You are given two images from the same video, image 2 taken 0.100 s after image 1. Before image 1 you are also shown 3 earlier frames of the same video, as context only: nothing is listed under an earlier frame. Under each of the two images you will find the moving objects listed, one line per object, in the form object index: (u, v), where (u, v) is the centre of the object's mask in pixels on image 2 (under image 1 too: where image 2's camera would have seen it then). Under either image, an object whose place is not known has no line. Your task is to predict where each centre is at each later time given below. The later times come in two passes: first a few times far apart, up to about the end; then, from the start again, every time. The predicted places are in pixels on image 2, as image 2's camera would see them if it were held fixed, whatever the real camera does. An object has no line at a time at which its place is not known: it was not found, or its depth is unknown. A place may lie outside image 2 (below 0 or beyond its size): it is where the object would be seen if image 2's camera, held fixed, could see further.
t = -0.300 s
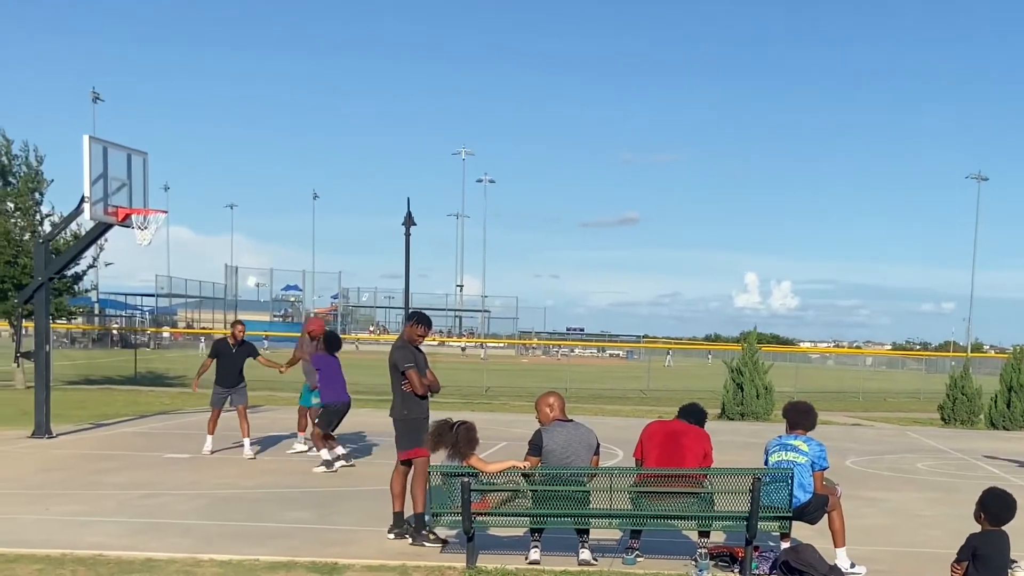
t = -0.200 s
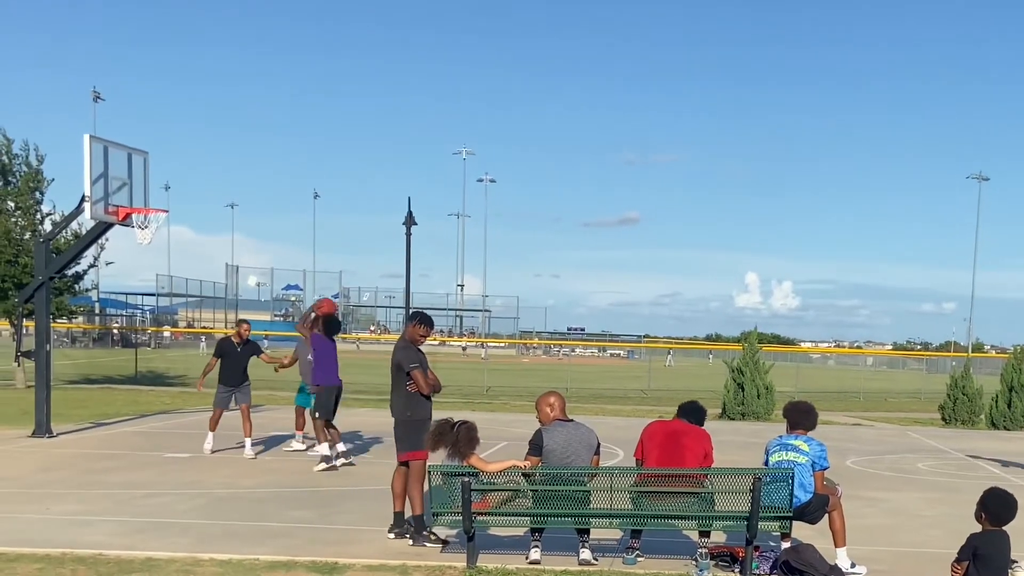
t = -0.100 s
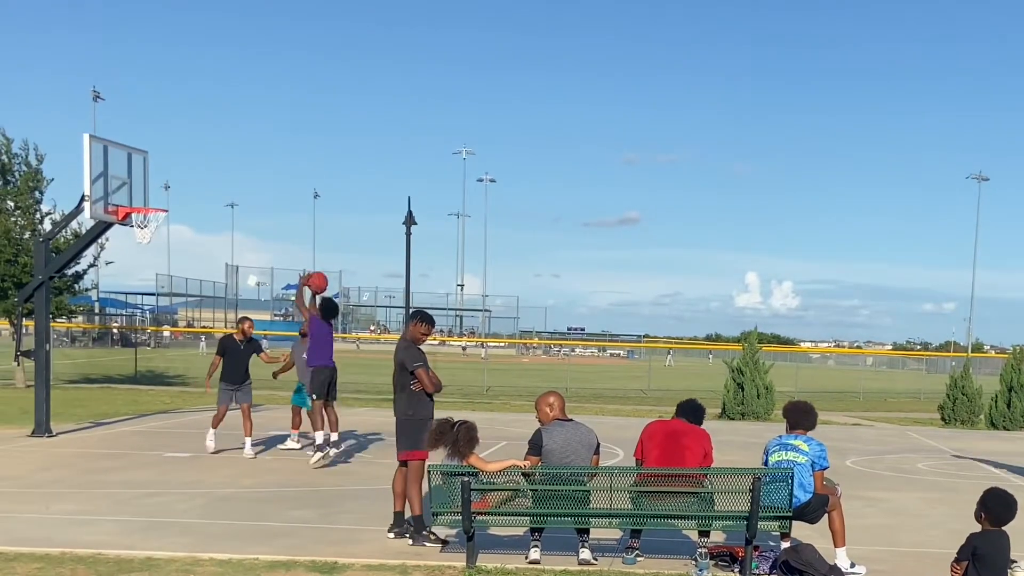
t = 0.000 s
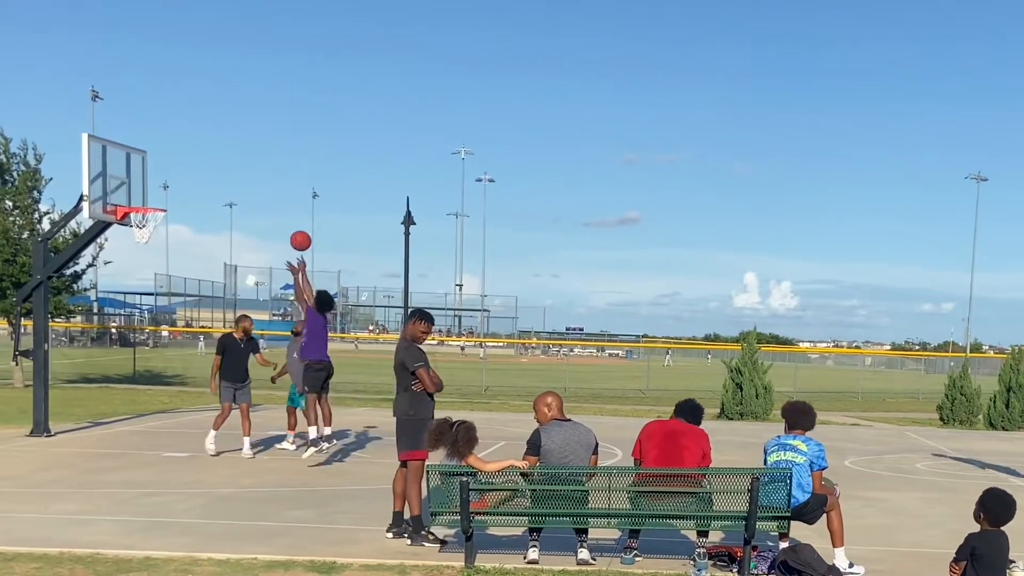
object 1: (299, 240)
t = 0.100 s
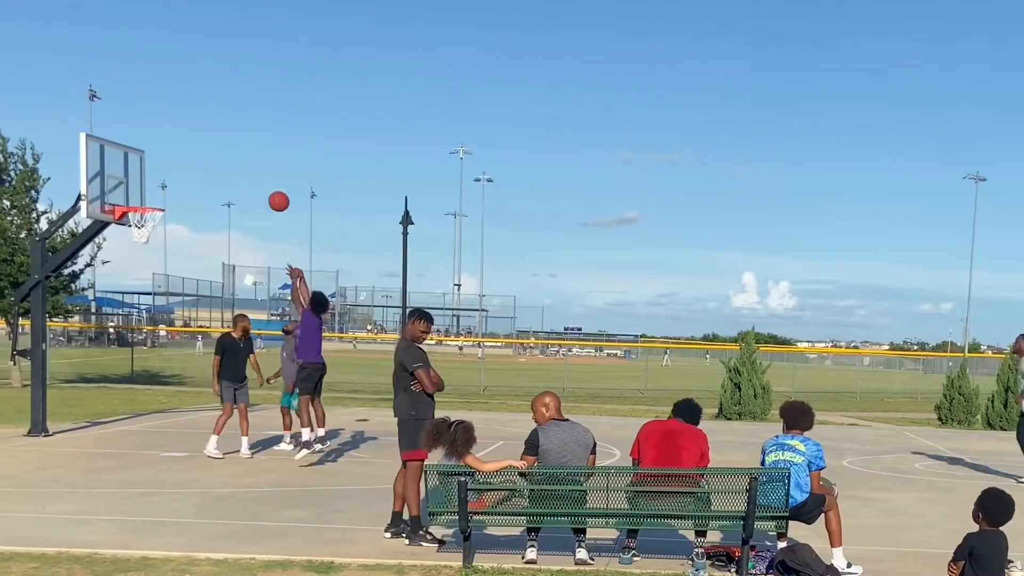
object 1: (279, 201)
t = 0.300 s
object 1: (241, 152)
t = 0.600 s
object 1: (193, 139)
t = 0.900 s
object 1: (149, 190)
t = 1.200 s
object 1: (153, 222)
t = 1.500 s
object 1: (148, 243)
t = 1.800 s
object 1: (143, 307)
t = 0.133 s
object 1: (272, 191)
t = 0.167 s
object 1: (266, 181)
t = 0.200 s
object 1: (260, 172)
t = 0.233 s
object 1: (253, 164)
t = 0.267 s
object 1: (247, 157)
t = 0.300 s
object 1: (241, 152)
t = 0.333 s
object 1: (235, 147)
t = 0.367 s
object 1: (230, 143)
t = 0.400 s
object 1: (224, 140)
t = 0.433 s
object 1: (219, 137)
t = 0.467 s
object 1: (214, 136)
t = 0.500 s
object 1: (208, 135)
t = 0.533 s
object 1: (203, 136)
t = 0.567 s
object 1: (198, 137)
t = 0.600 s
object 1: (193, 139)
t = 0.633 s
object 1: (188, 141)
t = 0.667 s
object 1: (183, 145)
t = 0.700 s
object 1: (178, 149)
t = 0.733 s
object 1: (173, 154)
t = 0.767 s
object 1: (168, 160)
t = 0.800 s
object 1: (163, 167)
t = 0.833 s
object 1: (158, 174)
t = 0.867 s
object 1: (154, 182)
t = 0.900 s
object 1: (149, 190)
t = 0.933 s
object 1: (144, 200)
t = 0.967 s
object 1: (140, 205)
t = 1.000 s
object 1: (141, 220)
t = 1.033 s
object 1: (144, 223)
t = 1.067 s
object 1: (150, 225)
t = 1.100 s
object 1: (151, 222)
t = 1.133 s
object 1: (153, 223)
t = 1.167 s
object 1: (153, 222)
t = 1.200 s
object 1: (153, 222)
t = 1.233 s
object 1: (150, 226)
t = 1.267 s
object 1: (153, 224)
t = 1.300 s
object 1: (150, 229)
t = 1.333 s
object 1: (150, 231)
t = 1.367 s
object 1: (150, 233)
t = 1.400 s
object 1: (148, 235)
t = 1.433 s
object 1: (149, 237)
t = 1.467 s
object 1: (148, 239)
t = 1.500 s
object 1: (148, 243)
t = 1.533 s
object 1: (147, 247)
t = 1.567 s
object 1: (146, 251)
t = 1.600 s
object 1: (146, 257)
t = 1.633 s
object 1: (145, 263)
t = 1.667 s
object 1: (145, 270)
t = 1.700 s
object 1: (144, 278)
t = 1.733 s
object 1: (144, 287)
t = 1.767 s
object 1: (143, 297)
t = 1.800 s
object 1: (143, 307)
